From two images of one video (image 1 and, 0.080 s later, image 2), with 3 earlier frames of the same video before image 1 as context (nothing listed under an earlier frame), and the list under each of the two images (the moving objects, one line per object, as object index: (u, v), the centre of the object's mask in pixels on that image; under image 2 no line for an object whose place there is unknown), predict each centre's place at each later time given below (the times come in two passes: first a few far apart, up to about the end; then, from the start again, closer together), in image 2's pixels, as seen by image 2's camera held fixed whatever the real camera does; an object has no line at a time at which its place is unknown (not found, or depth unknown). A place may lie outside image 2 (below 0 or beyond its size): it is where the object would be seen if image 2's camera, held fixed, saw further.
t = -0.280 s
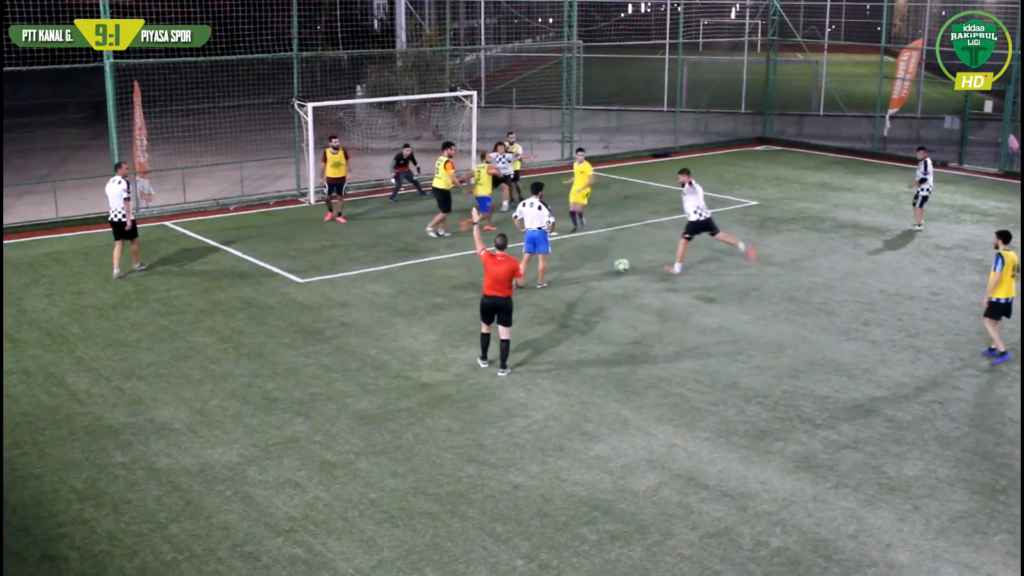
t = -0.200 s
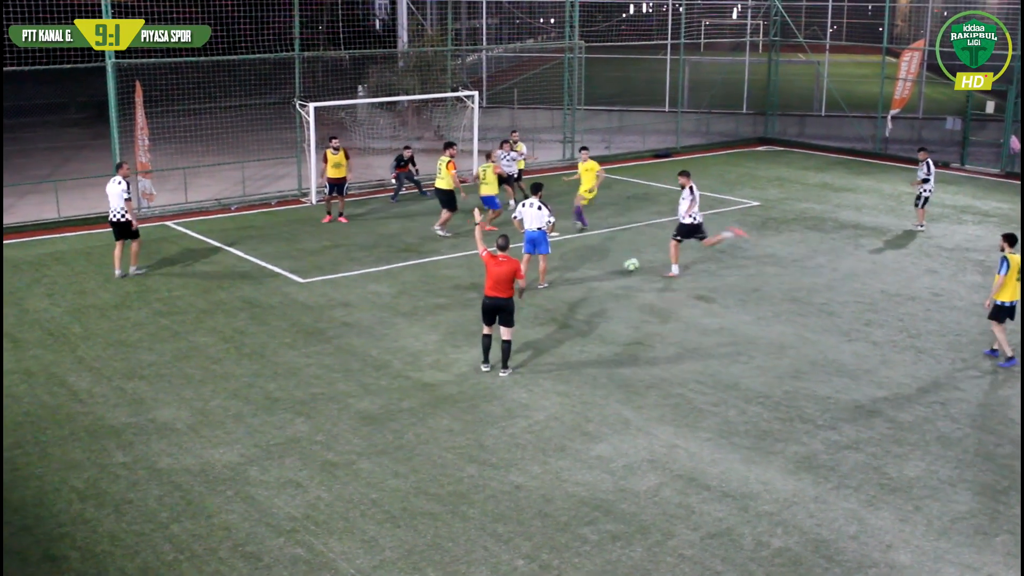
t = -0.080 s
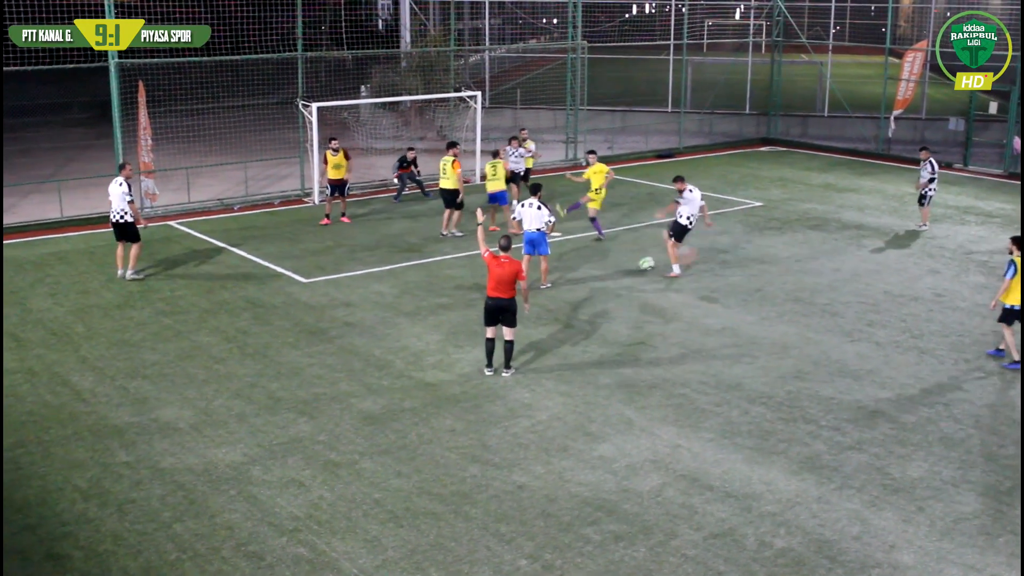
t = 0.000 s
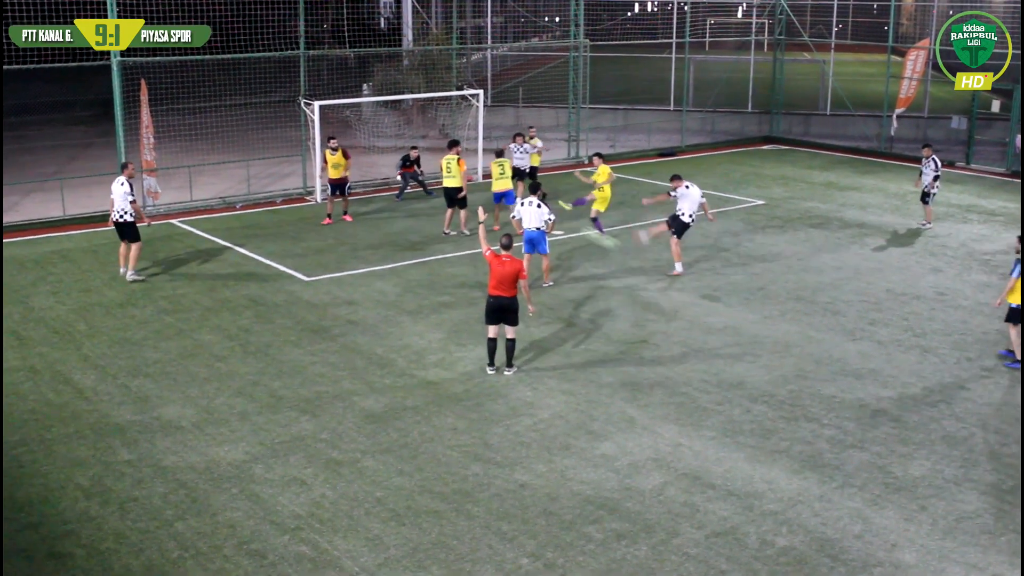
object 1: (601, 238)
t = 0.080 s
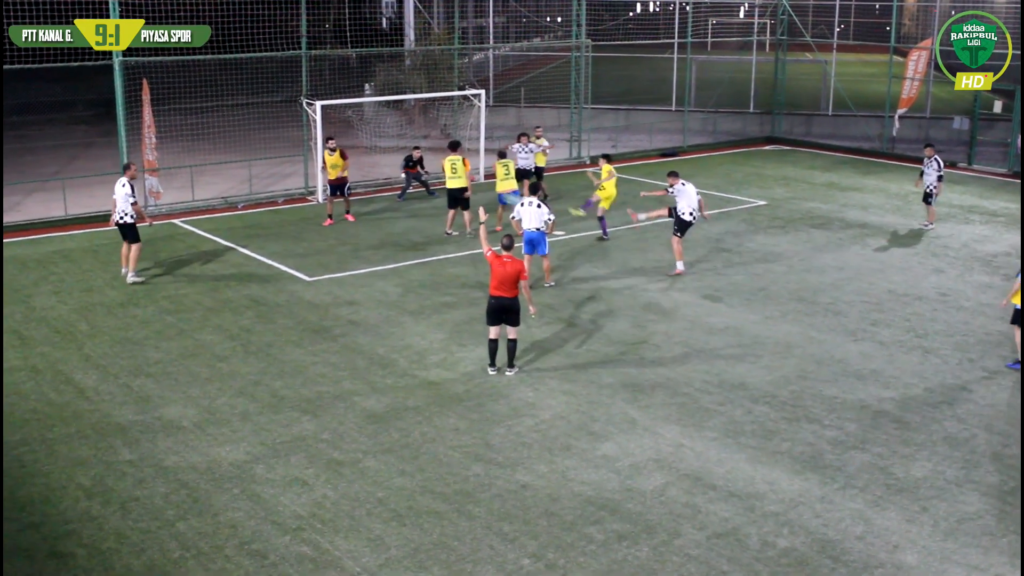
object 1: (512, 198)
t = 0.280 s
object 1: (346, 133)
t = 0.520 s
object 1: (207, 85)
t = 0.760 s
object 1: (190, 92)
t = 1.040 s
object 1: (171, 138)
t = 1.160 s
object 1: (162, 170)
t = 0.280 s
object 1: (346, 133)
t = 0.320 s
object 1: (316, 122)
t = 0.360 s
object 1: (288, 112)
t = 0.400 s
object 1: (262, 103)
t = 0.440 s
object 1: (237, 95)
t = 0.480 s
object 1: (215, 88)
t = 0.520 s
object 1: (207, 85)
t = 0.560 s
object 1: (204, 85)
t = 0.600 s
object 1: (201, 84)
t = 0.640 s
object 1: (199, 85)
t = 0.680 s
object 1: (196, 87)
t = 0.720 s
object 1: (193, 89)
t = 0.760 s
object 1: (190, 92)
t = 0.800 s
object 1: (187, 96)
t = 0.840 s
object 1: (185, 101)
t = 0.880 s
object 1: (182, 106)
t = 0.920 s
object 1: (179, 113)
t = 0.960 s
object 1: (176, 120)
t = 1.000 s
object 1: (173, 129)
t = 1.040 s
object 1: (171, 138)
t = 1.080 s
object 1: (167, 147)
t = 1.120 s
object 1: (164, 158)
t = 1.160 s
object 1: (162, 170)
